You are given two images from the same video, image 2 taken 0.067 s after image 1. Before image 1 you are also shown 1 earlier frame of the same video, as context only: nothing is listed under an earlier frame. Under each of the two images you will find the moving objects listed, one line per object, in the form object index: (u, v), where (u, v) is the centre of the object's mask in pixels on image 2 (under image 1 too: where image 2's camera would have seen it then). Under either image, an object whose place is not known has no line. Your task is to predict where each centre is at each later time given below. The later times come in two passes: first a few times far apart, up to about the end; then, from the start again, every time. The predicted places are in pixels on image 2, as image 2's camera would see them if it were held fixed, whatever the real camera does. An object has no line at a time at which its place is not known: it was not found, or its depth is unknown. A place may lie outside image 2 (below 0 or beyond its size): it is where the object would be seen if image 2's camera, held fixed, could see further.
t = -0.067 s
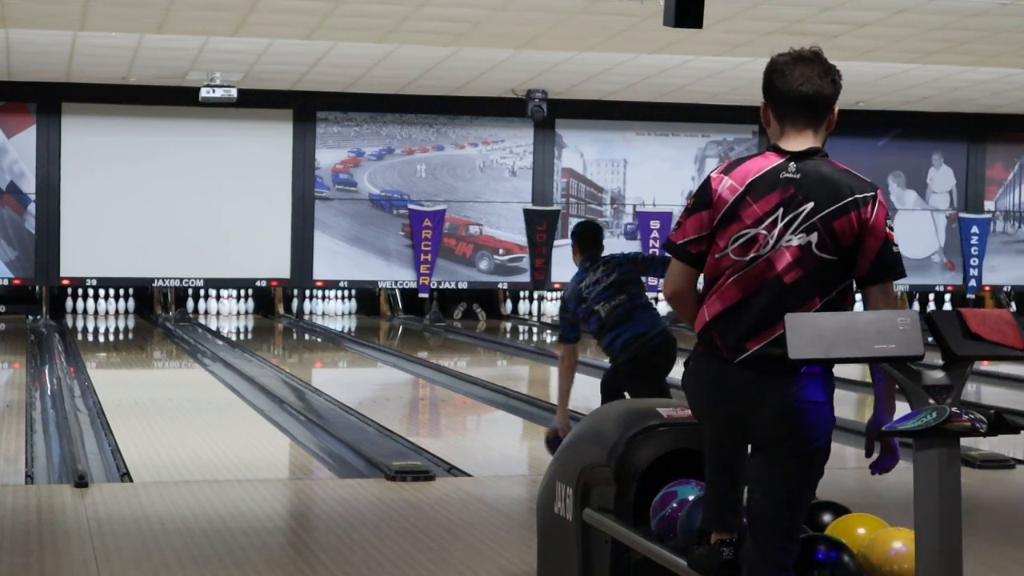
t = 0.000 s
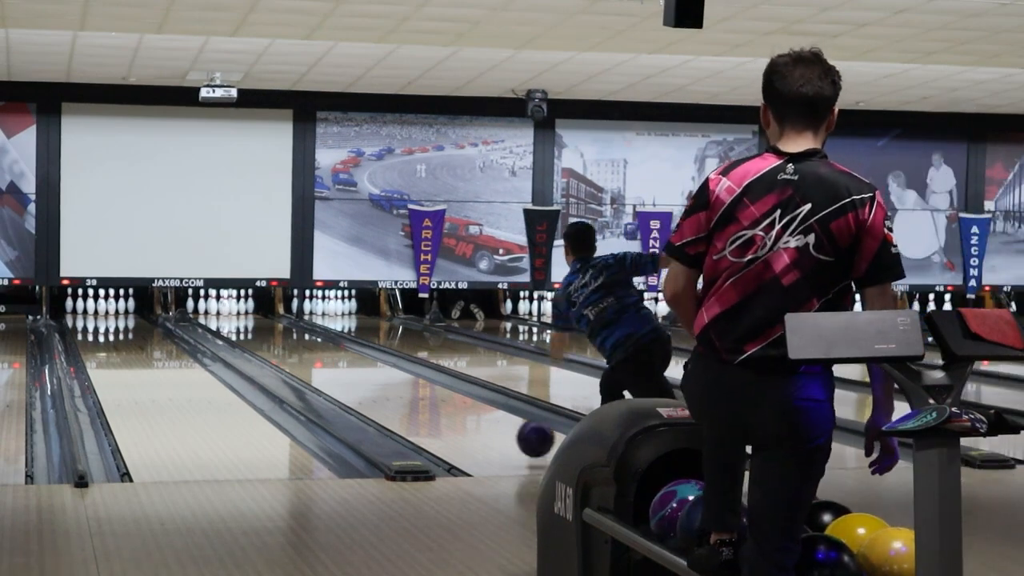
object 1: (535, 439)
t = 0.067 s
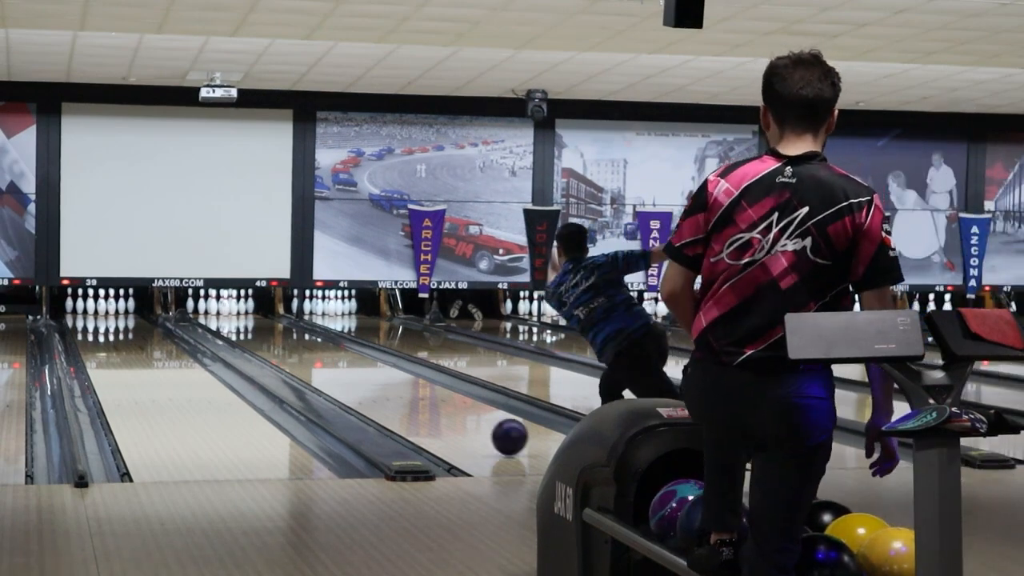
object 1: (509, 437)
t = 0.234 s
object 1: (455, 416)
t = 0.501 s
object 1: (388, 389)
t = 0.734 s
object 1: (344, 371)
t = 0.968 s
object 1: (310, 357)
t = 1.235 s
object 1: (279, 344)
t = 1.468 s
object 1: (259, 334)
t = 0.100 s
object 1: (497, 432)
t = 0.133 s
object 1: (486, 428)
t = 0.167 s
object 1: (475, 424)
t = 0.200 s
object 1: (465, 420)
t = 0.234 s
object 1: (455, 416)
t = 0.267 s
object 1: (445, 412)
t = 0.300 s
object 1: (436, 409)
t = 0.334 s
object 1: (427, 405)
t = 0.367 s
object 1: (418, 402)
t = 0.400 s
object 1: (410, 398)
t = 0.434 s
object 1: (403, 395)
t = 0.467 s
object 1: (395, 392)
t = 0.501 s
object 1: (388, 389)
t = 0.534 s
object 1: (381, 386)
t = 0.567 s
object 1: (374, 384)
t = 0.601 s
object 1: (368, 381)
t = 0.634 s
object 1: (361, 379)
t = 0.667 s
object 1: (355, 376)
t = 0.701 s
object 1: (350, 374)
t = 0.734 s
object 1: (344, 371)
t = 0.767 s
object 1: (339, 369)
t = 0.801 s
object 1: (333, 367)
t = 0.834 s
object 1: (328, 365)
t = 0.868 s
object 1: (323, 363)
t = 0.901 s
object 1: (319, 361)
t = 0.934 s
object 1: (314, 359)
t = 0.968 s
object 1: (310, 357)
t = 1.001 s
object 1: (305, 355)
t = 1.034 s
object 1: (301, 353)
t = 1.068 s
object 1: (297, 352)
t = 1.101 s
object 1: (293, 350)
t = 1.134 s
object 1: (289, 349)
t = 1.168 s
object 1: (286, 347)
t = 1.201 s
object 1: (282, 345)
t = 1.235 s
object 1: (279, 344)
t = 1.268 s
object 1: (275, 343)
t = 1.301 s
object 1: (272, 341)
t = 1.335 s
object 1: (269, 340)
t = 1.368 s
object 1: (266, 339)
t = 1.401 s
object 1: (264, 338)
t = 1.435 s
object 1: (261, 336)
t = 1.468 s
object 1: (259, 334)
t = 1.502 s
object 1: (255, 333)
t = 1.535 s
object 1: (252, 332)
